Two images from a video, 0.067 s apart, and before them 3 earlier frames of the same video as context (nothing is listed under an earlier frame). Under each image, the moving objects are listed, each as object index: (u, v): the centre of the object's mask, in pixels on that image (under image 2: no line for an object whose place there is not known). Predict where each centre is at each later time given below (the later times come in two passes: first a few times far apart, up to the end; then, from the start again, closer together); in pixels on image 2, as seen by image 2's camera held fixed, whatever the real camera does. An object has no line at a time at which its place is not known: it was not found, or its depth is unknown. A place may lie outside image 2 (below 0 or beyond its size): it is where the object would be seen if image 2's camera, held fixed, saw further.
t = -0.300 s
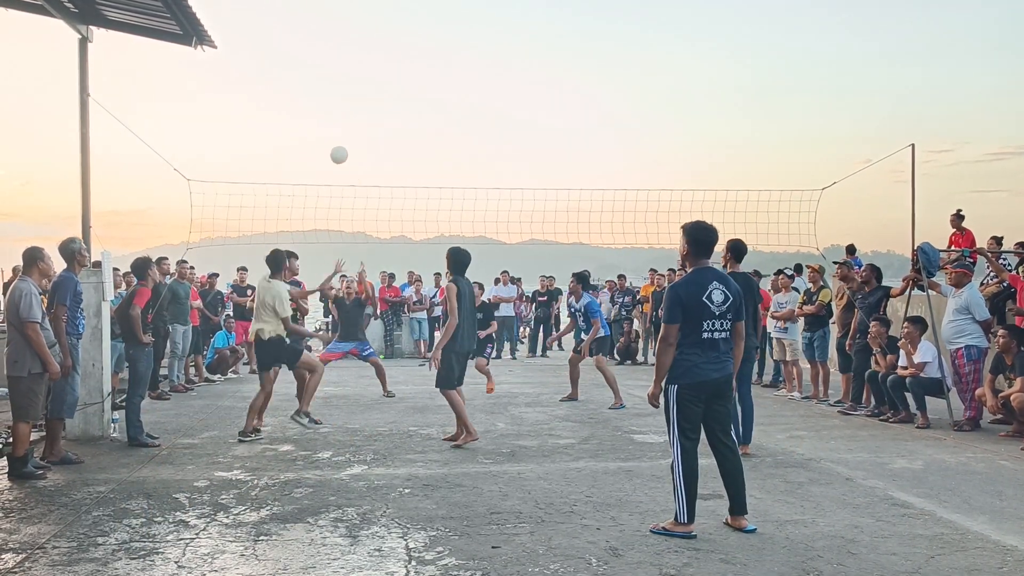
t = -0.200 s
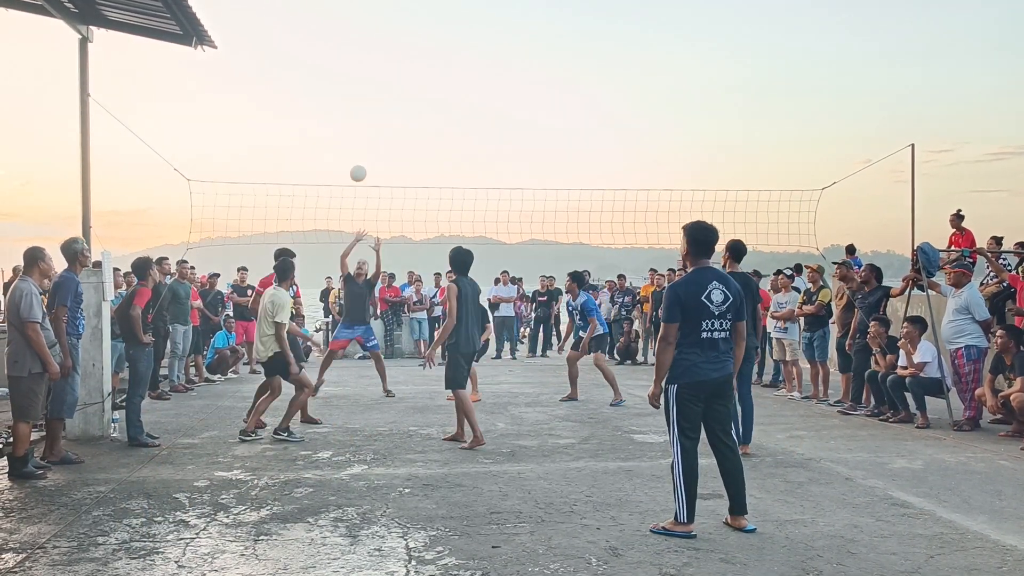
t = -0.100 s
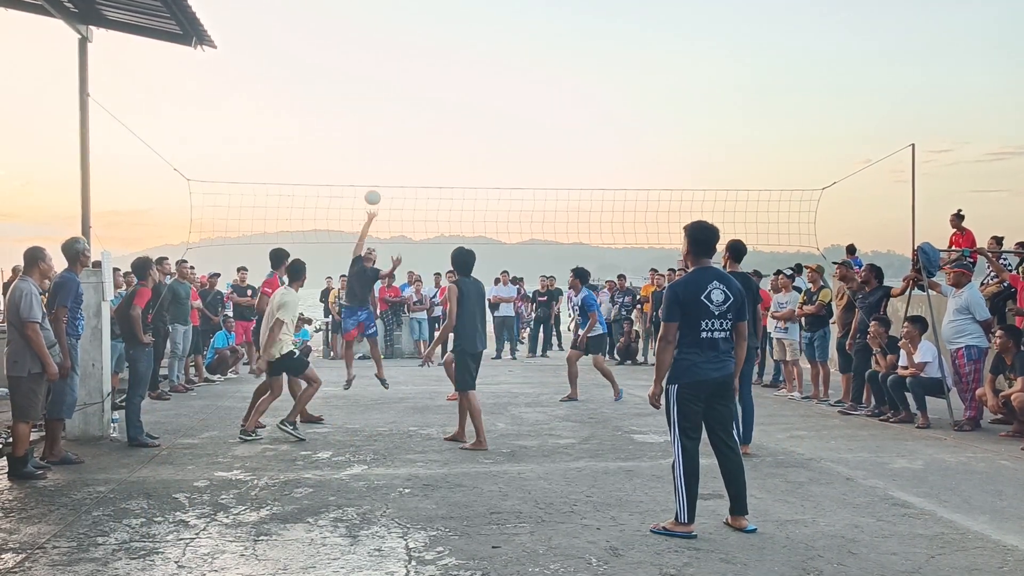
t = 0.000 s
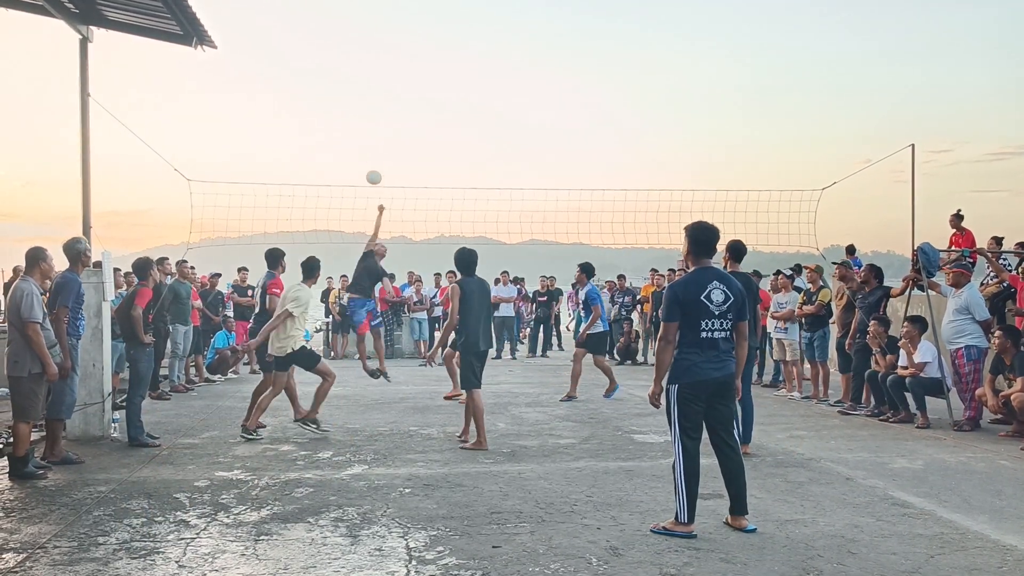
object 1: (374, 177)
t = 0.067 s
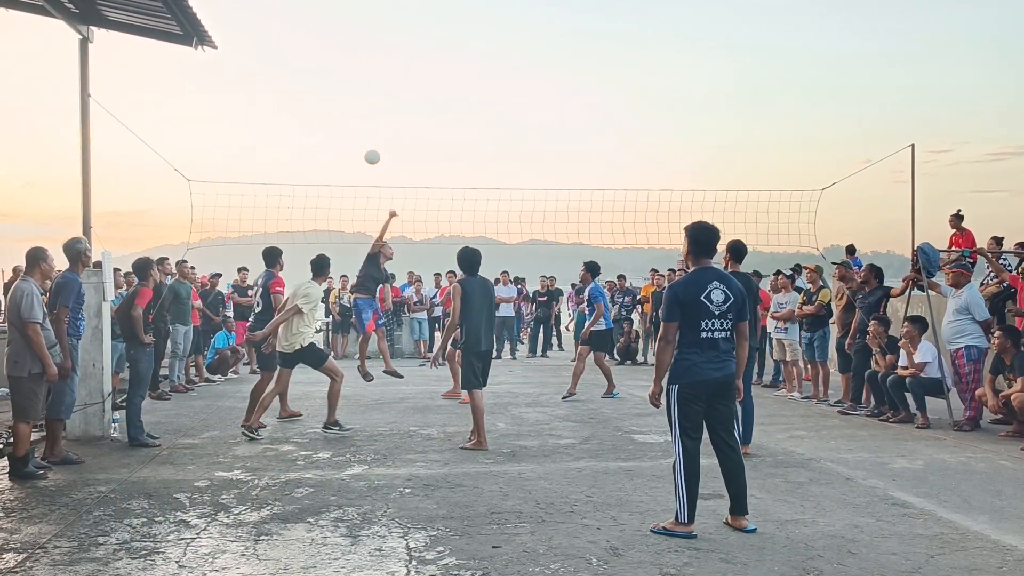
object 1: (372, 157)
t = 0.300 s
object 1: (365, 114)
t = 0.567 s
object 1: (352, 114)
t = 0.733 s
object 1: (342, 140)
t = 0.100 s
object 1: (371, 148)
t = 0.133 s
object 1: (370, 141)
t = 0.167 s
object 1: (369, 134)
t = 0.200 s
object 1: (368, 128)
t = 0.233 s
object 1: (367, 122)
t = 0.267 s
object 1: (366, 118)
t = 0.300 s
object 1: (365, 114)
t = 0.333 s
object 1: (363, 111)
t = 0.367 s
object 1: (362, 109)
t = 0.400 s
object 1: (360, 108)
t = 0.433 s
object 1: (359, 108)
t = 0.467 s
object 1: (357, 108)
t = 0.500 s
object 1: (355, 109)
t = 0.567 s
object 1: (352, 114)
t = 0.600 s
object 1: (350, 118)
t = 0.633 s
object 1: (348, 122)
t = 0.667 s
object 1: (346, 127)
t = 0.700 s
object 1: (344, 133)
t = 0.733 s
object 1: (342, 140)
